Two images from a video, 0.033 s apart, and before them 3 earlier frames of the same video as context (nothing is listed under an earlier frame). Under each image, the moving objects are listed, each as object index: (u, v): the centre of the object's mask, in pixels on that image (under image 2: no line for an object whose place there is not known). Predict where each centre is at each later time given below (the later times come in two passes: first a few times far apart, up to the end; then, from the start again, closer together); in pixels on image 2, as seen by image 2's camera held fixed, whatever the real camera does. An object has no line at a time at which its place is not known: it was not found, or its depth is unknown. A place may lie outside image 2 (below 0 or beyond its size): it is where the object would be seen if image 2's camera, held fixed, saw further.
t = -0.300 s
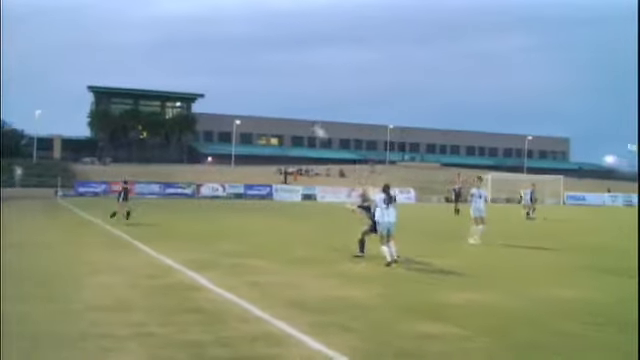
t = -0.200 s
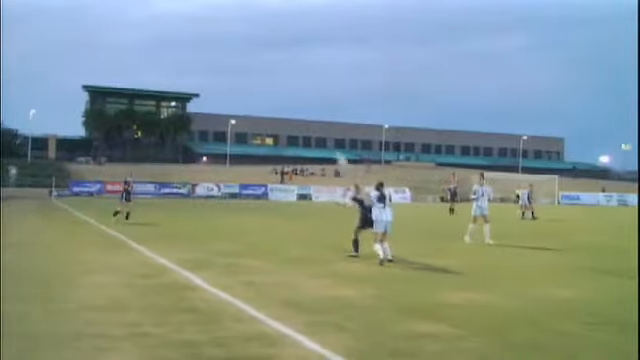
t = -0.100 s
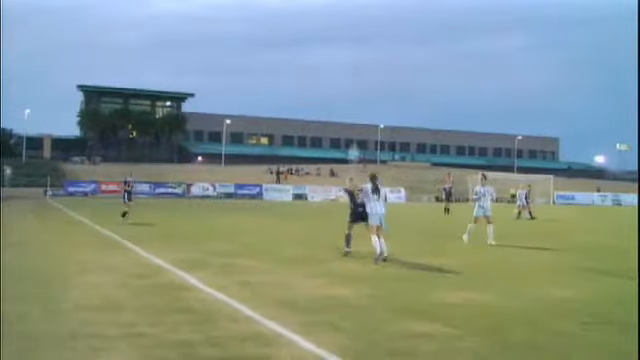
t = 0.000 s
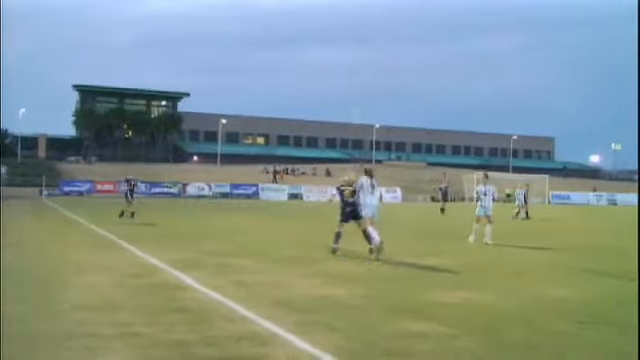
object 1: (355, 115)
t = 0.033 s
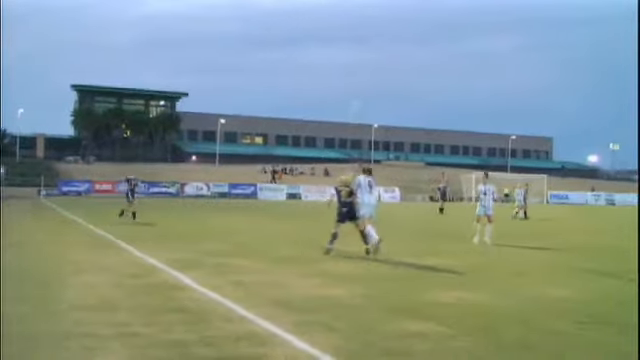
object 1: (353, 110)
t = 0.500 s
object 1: (389, 21)
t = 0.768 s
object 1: (405, 15)
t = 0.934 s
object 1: (414, 26)
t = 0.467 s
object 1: (386, 22)
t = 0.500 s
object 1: (389, 21)
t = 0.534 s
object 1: (391, 17)
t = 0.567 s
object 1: (394, 16)
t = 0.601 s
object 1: (396, 16)
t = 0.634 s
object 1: (398, 15)
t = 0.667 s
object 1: (400, 14)
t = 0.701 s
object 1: (402, 14)
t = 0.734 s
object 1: (404, 14)
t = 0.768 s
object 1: (405, 15)
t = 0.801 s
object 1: (408, 17)
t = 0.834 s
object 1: (409, 18)
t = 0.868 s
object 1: (411, 20)
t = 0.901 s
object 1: (413, 22)
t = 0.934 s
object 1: (414, 26)
